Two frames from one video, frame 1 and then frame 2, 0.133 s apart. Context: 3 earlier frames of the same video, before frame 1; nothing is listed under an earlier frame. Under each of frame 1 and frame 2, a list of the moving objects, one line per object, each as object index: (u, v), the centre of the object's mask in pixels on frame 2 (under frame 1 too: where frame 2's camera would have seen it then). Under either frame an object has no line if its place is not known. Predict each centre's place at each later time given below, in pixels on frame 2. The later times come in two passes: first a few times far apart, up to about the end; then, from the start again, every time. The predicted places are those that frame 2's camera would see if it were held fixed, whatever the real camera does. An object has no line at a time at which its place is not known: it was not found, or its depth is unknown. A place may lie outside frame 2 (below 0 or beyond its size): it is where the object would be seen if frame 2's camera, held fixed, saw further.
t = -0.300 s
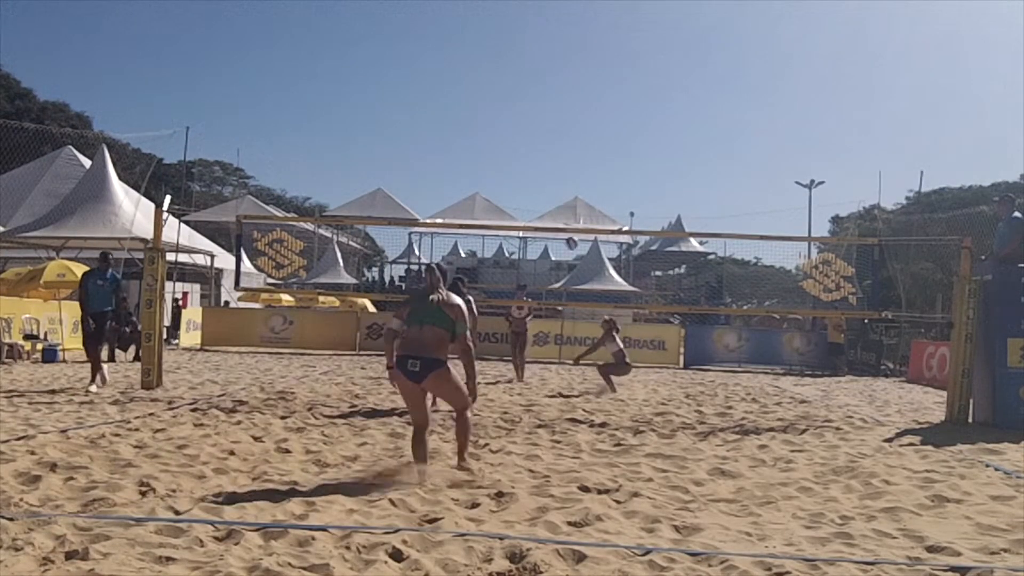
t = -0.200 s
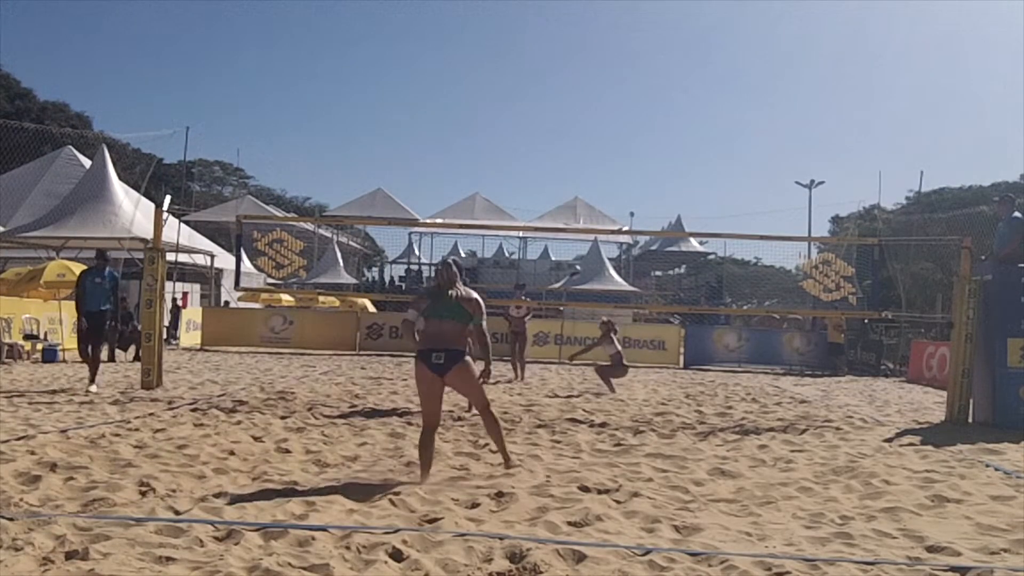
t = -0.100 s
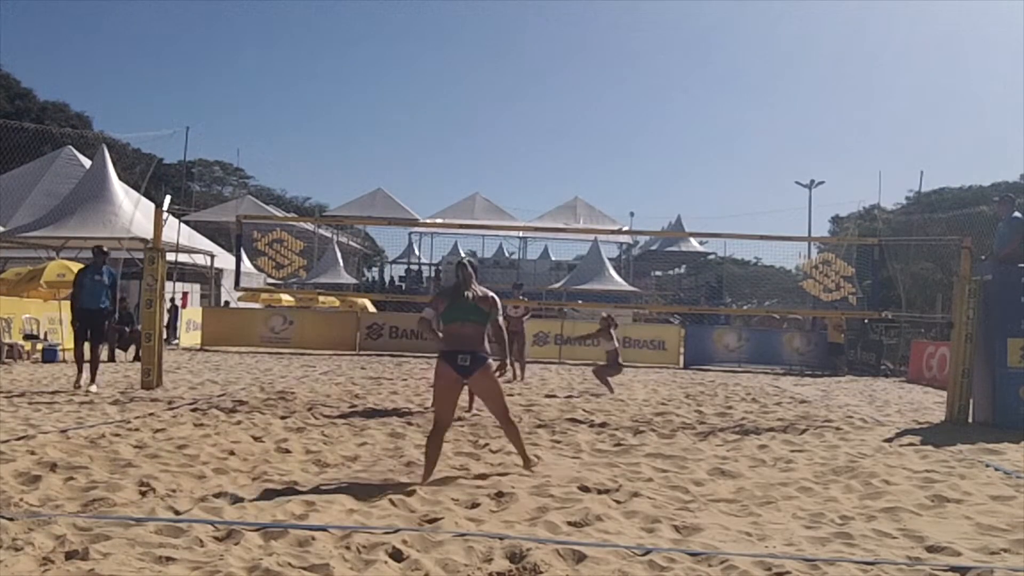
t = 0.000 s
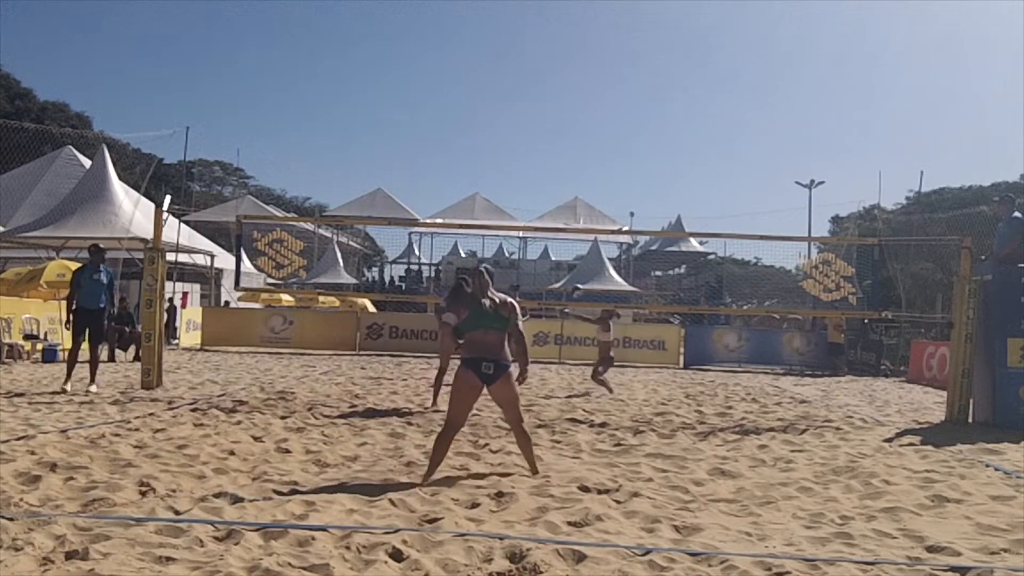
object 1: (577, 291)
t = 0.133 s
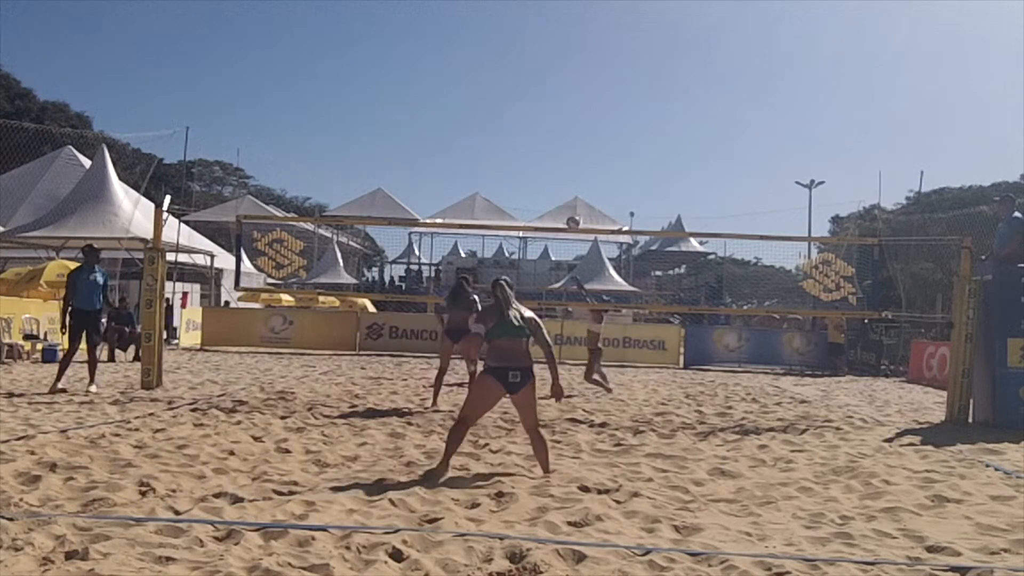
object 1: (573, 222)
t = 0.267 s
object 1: (569, 165)
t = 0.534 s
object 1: (558, 86)
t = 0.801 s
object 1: (543, 54)
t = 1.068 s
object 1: (524, 65)
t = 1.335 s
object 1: (502, 125)
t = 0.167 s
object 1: (572, 207)
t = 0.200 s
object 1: (571, 193)
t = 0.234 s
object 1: (570, 179)
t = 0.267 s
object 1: (569, 165)
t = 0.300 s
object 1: (568, 153)
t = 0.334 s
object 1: (567, 141)
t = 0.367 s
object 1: (565, 131)
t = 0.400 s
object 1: (564, 121)
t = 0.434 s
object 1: (562, 111)
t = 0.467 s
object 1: (561, 102)
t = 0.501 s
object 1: (560, 94)
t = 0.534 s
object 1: (558, 86)
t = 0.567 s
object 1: (556, 81)
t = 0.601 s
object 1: (554, 75)
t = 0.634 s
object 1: (553, 70)
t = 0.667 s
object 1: (551, 65)
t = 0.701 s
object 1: (549, 61)
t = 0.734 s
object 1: (547, 58)
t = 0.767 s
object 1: (545, 56)
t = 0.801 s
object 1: (543, 54)
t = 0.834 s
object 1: (541, 53)
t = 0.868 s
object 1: (538, 52)
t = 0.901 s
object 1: (536, 53)
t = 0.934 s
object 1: (534, 54)
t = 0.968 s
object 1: (531, 56)
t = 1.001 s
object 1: (529, 59)
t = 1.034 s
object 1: (527, 62)
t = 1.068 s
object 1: (524, 65)
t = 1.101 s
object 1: (522, 70)
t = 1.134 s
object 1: (519, 76)
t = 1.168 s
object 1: (516, 83)
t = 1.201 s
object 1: (514, 90)
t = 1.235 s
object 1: (511, 97)
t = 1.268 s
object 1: (508, 106)
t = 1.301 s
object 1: (505, 115)
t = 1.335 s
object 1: (502, 125)
